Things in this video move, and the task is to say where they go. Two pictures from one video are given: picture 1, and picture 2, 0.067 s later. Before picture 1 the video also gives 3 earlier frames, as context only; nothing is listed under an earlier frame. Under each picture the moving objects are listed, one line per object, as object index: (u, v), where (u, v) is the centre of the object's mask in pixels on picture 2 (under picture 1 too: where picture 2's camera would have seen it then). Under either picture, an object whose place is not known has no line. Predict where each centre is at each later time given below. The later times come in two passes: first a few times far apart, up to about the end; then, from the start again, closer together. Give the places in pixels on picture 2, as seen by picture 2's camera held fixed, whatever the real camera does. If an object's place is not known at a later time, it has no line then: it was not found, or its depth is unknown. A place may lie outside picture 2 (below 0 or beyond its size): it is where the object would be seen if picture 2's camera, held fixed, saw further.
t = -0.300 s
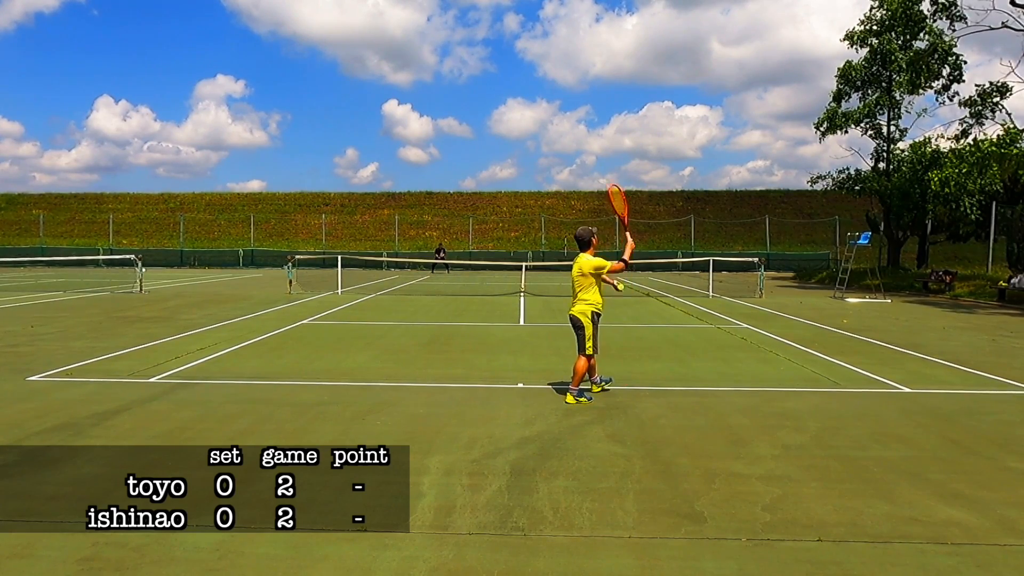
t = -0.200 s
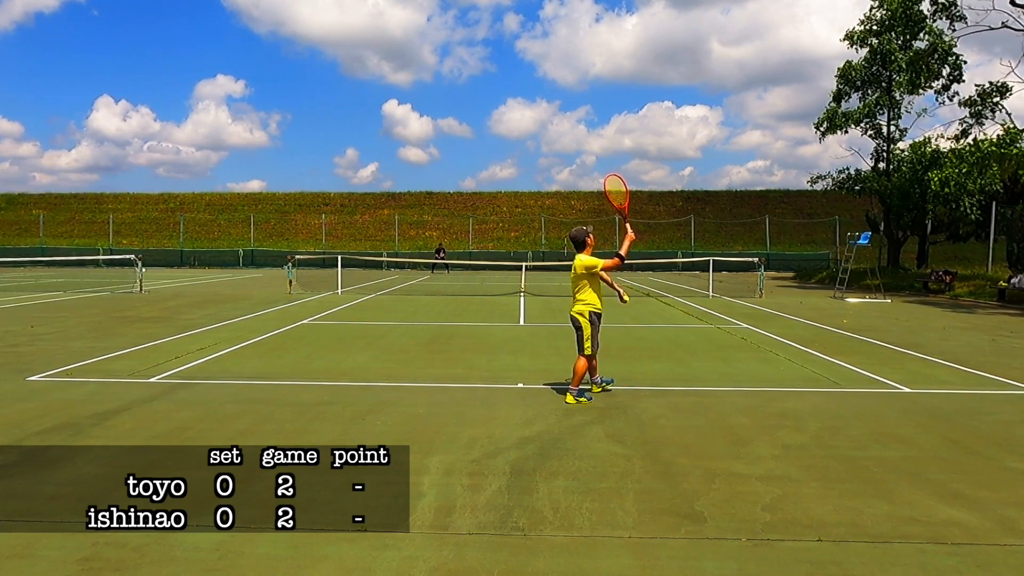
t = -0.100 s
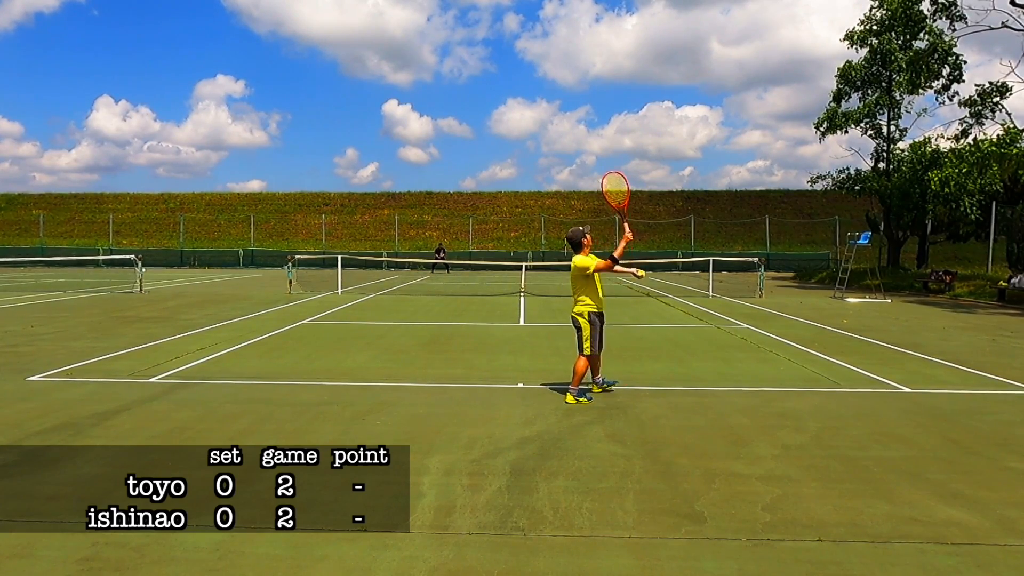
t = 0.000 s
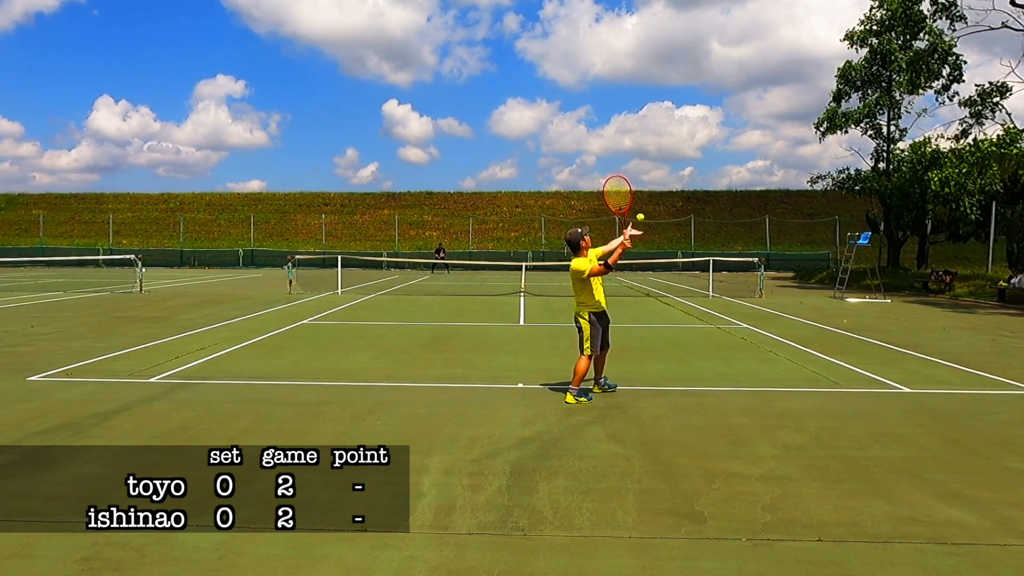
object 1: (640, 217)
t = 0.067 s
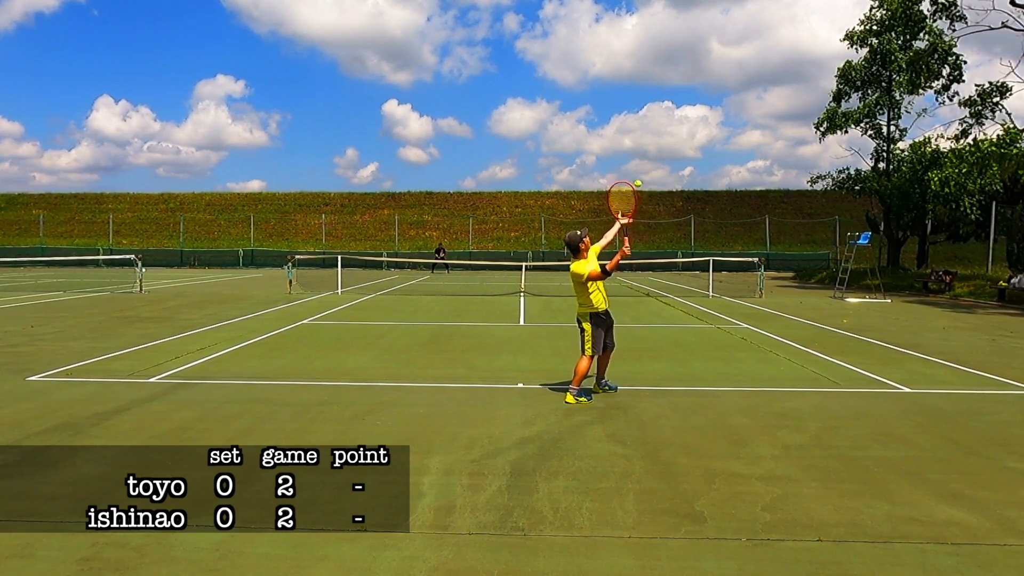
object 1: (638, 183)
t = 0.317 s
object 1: (628, 98)
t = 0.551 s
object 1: (618, 75)
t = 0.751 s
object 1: (609, 98)
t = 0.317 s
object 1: (628, 98)
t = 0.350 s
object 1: (627, 91)
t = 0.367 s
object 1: (626, 87)
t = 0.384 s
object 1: (625, 86)
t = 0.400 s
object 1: (624, 84)
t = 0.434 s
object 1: (623, 80)
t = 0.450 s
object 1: (622, 78)
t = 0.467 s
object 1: (622, 77)
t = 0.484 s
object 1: (621, 76)
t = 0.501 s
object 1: (620, 76)
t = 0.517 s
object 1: (619, 75)
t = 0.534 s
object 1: (619, 75)
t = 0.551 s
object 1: (618, 75)
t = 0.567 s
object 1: (617, 76)
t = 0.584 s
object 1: (616, 76)
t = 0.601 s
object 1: (616, 77)
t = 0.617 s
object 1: (615, 78)
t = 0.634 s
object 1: (614, 80)
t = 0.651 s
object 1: (613, 82)
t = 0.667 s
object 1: (612, 83)
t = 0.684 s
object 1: (612, 86)
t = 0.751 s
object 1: (609, 98)
